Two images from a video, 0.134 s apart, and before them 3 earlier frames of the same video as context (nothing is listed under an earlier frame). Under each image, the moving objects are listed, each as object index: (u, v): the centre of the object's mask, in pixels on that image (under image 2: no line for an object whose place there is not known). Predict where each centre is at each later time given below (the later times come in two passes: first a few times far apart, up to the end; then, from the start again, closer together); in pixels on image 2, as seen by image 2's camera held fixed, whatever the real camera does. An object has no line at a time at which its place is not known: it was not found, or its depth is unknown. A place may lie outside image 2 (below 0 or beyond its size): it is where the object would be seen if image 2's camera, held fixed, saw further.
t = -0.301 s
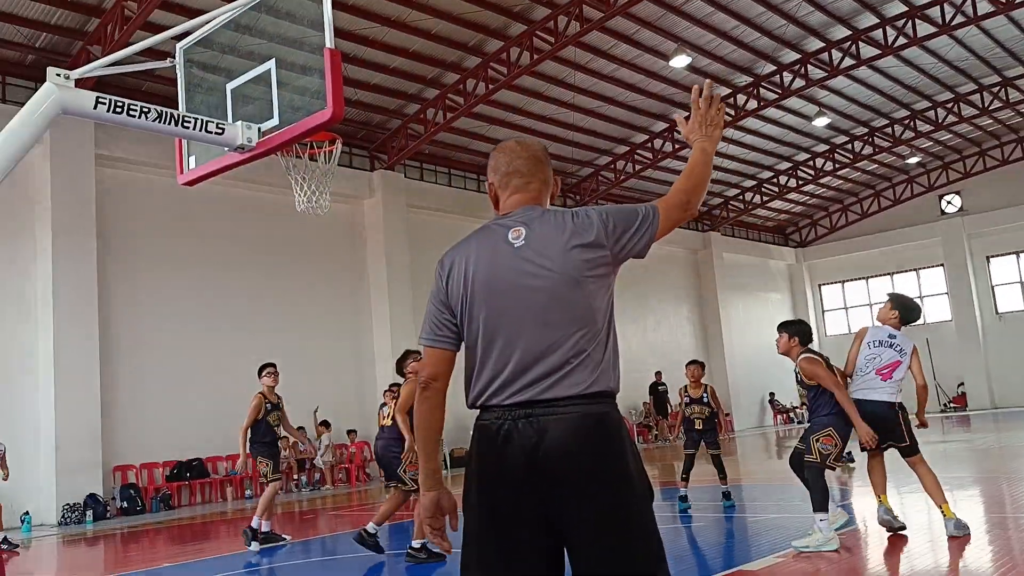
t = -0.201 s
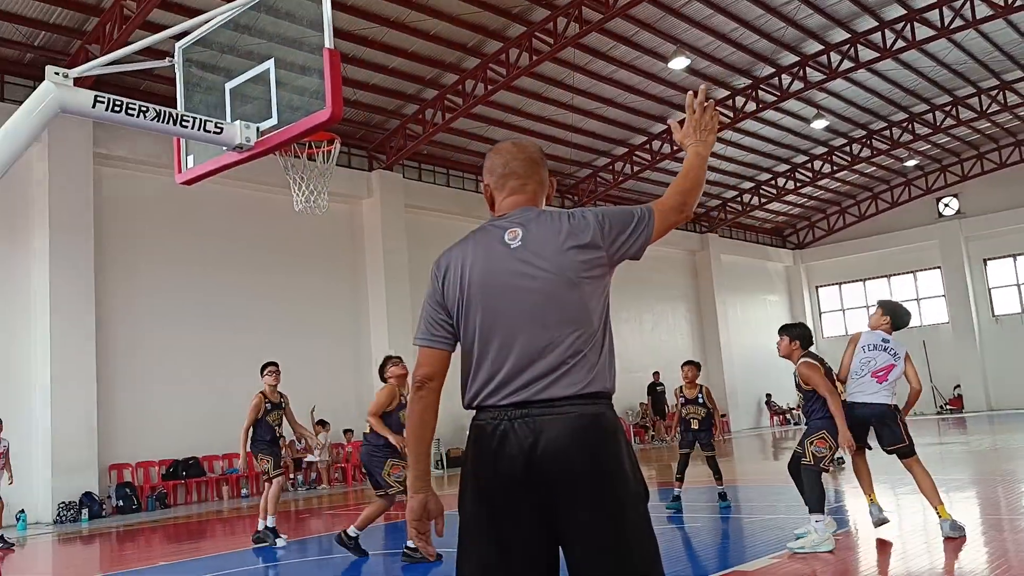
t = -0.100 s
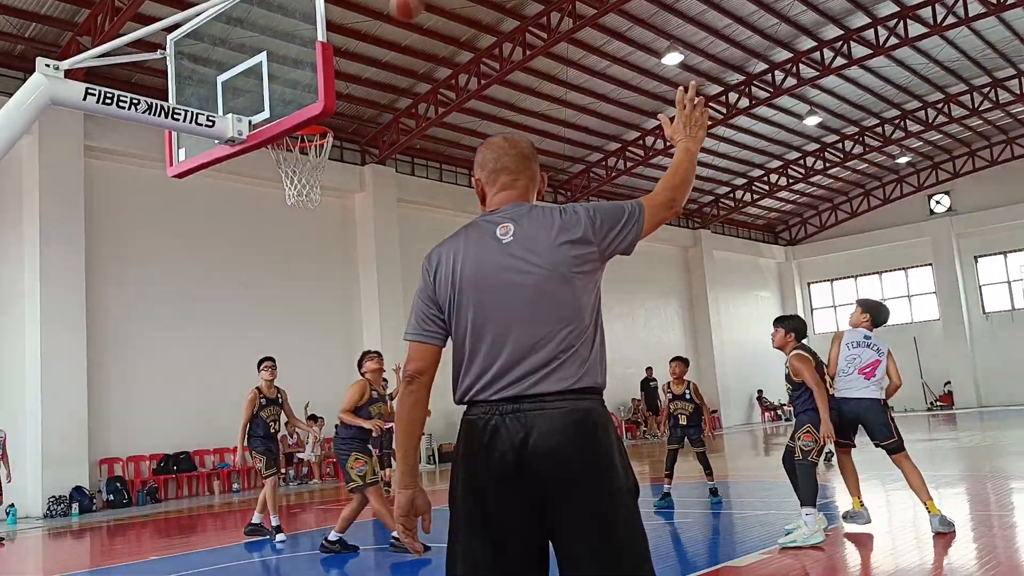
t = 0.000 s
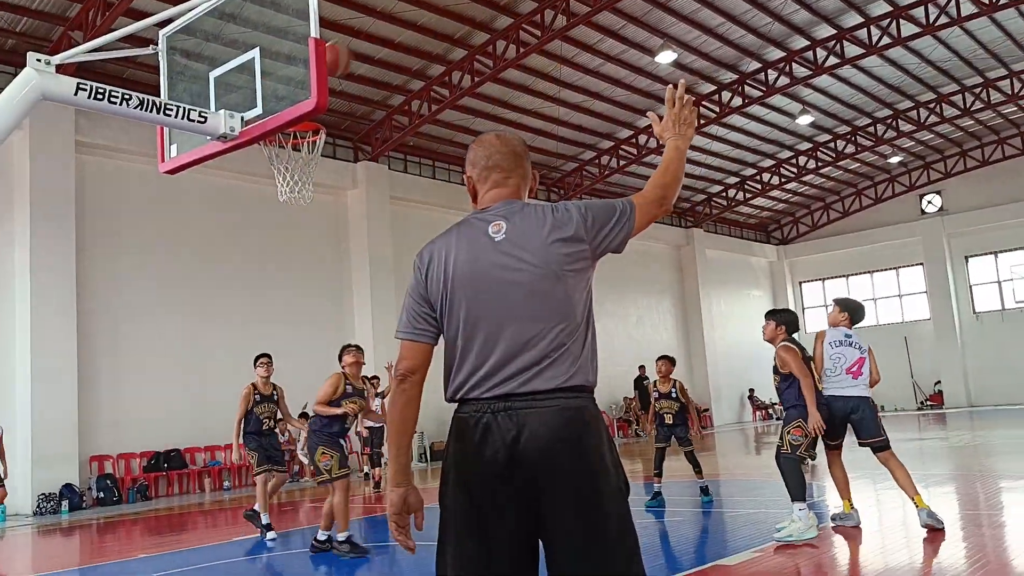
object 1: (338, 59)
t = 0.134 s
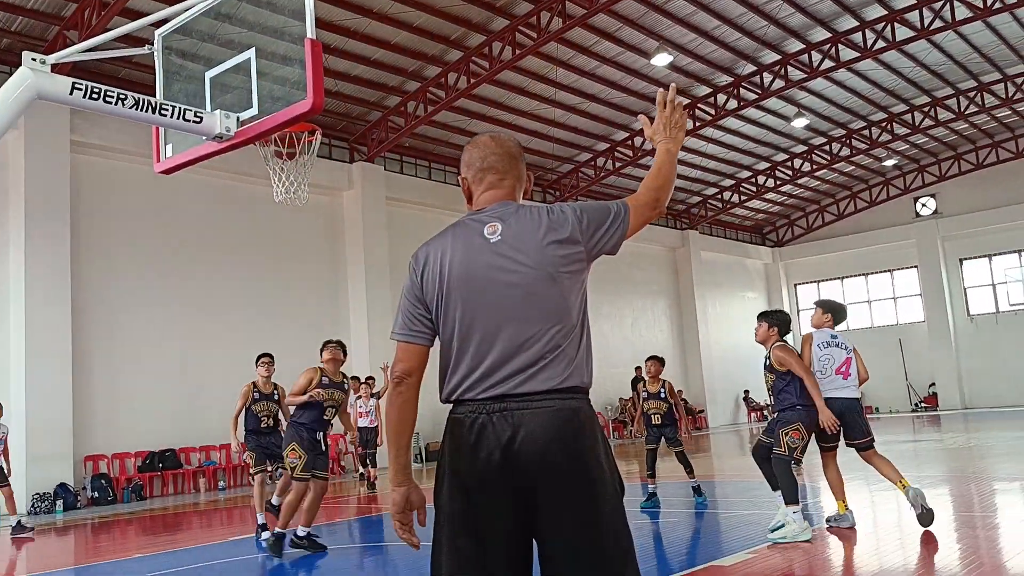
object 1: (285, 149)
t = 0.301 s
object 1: (306, 170)
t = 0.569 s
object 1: (283, 188)
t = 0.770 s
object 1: (275, 225)
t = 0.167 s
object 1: (297, 158)
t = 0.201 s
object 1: (304, 161)
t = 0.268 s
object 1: (306, 167)
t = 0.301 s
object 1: (306, 170)
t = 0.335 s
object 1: (305, 171)
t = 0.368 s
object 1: (304, 173)
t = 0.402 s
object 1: (300, 177)
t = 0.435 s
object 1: (298, 179)
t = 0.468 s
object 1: (294, 182)
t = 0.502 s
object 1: (289, 184)
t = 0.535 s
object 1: (285, 187)
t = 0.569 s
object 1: (283, 188)
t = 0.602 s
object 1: (280, 191)
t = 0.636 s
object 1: (278, 194)
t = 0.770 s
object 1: (275, 225)
